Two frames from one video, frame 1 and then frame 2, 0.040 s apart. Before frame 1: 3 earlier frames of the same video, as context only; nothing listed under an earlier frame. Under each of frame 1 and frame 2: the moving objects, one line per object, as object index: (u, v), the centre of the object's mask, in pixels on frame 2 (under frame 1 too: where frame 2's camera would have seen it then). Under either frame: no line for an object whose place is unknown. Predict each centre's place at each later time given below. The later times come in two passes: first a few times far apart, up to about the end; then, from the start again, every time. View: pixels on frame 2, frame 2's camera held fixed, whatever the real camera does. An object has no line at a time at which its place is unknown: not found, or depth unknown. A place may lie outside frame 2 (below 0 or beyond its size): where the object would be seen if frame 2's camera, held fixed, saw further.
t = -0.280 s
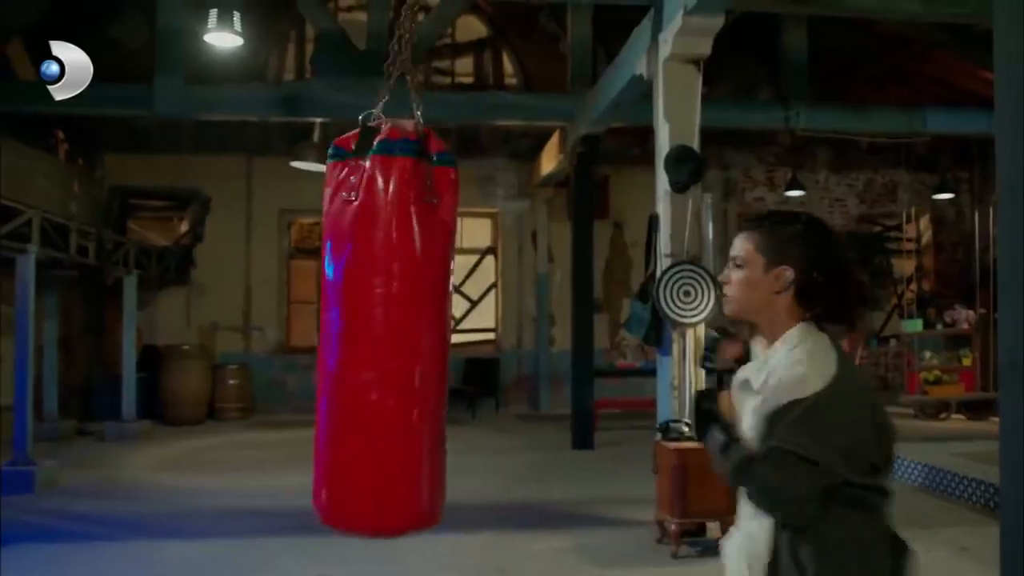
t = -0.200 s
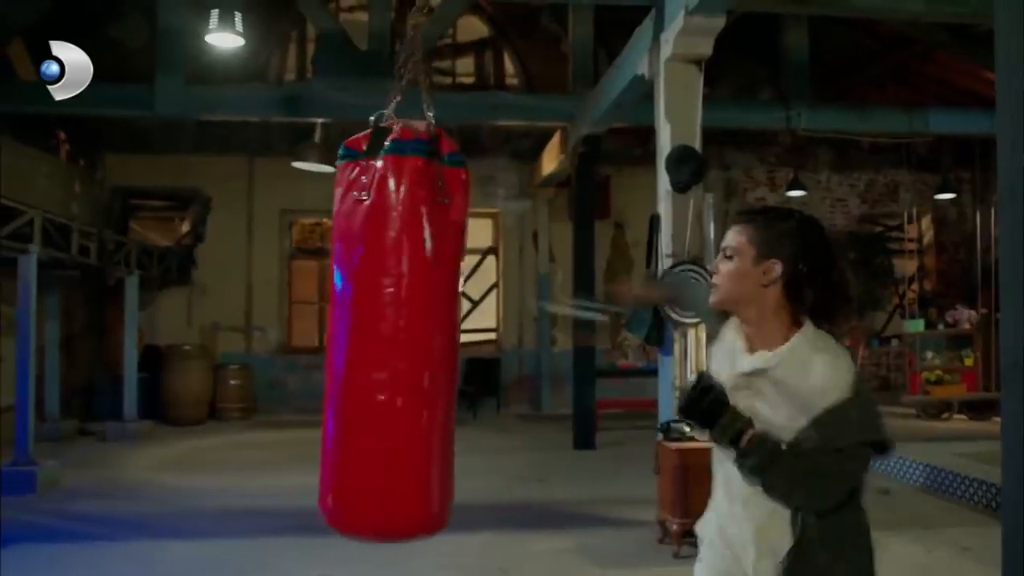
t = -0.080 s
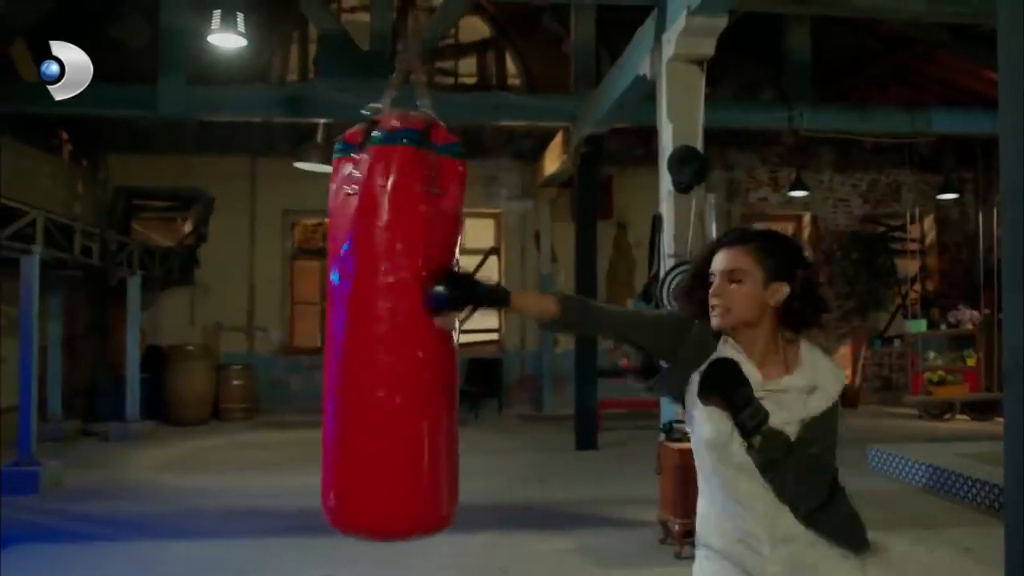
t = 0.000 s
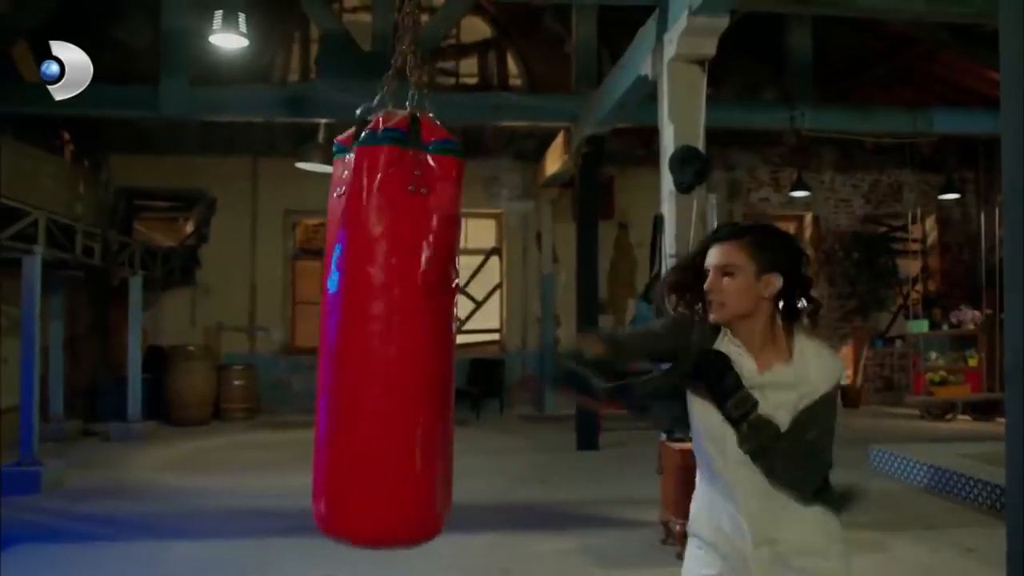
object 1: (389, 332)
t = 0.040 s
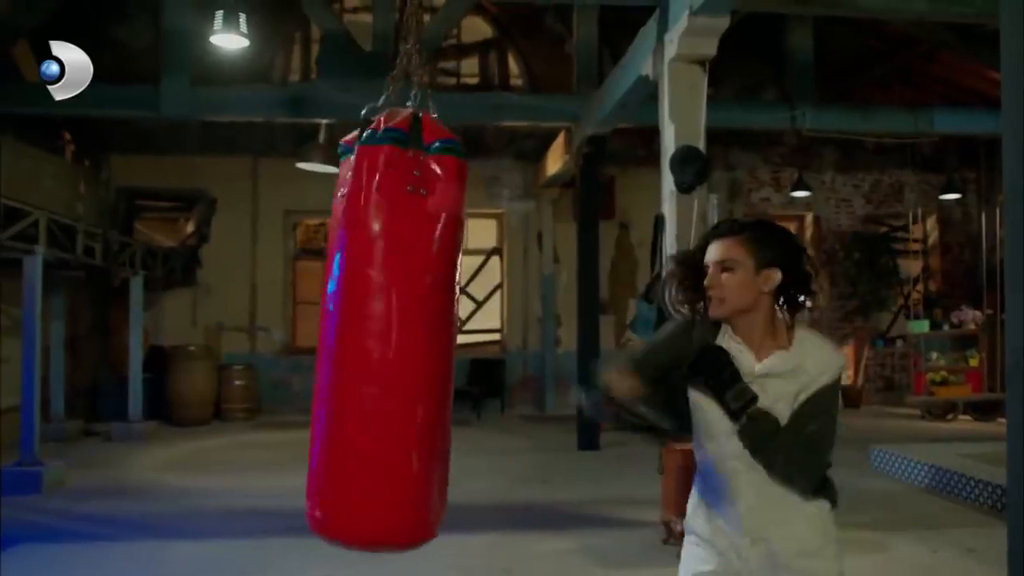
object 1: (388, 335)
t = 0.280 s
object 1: (389, 341)
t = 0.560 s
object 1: (427, 342)
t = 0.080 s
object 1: (387, 334)
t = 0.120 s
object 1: (385, 337)
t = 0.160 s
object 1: (385, 341)
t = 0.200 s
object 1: (384, 340)
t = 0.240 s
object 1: (386, 340)
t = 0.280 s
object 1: (389, 341)
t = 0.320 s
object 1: (393, 341)
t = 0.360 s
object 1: (396, 342)
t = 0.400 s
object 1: (402, 343)
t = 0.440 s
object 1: (407, 342)
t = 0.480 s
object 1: (414, 343)
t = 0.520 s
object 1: (421, 343)
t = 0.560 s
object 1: (427, 342)
